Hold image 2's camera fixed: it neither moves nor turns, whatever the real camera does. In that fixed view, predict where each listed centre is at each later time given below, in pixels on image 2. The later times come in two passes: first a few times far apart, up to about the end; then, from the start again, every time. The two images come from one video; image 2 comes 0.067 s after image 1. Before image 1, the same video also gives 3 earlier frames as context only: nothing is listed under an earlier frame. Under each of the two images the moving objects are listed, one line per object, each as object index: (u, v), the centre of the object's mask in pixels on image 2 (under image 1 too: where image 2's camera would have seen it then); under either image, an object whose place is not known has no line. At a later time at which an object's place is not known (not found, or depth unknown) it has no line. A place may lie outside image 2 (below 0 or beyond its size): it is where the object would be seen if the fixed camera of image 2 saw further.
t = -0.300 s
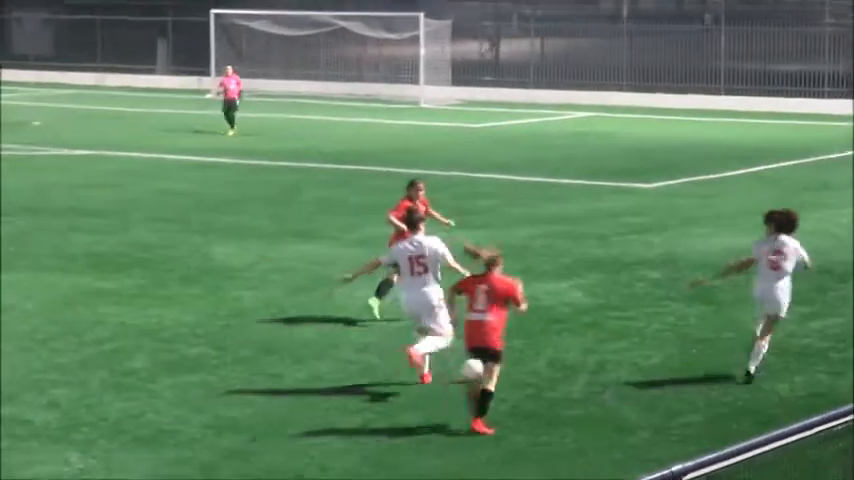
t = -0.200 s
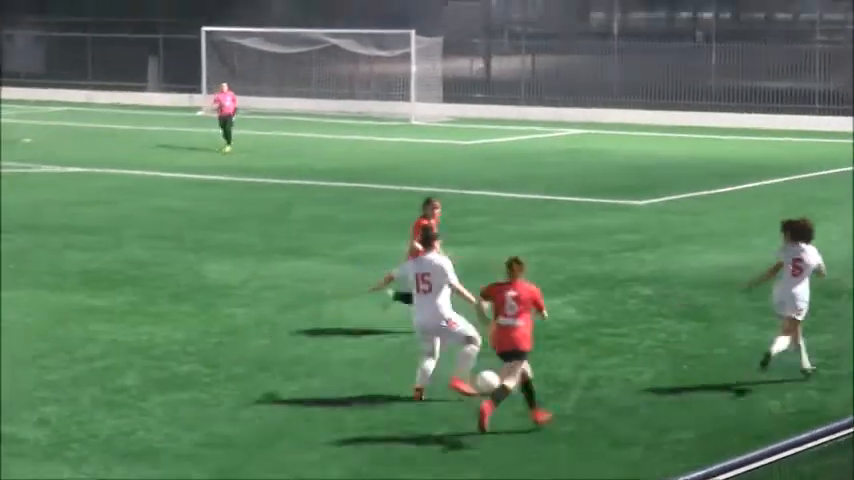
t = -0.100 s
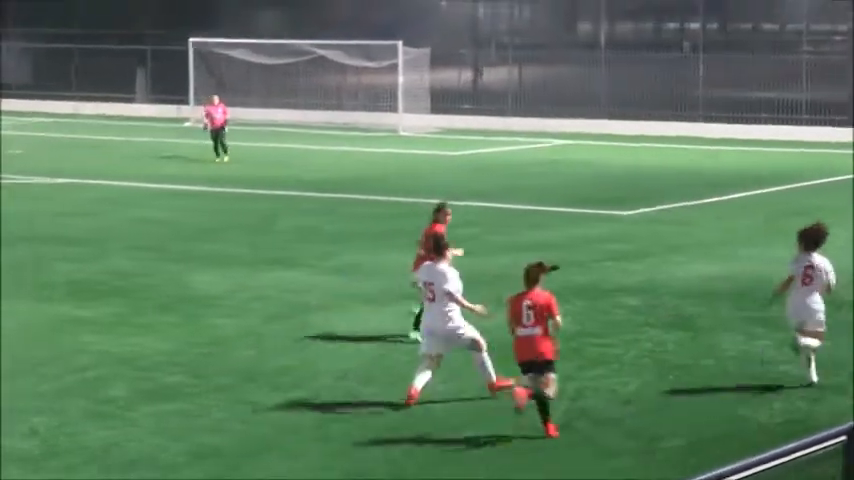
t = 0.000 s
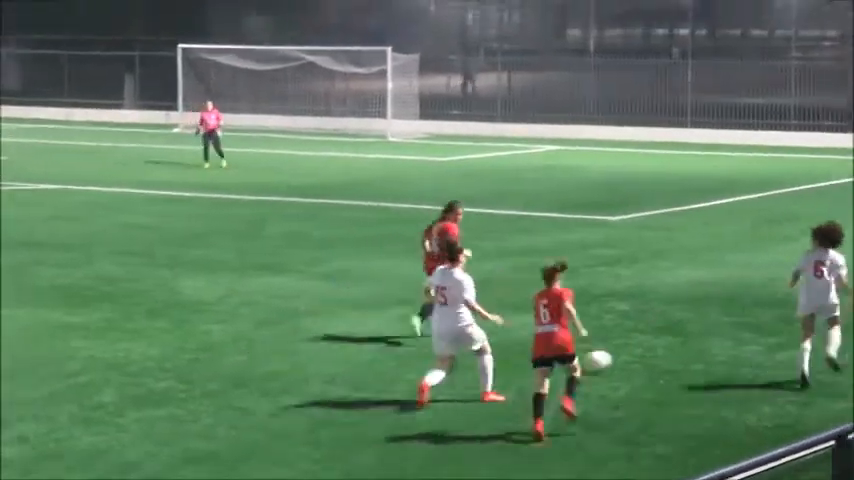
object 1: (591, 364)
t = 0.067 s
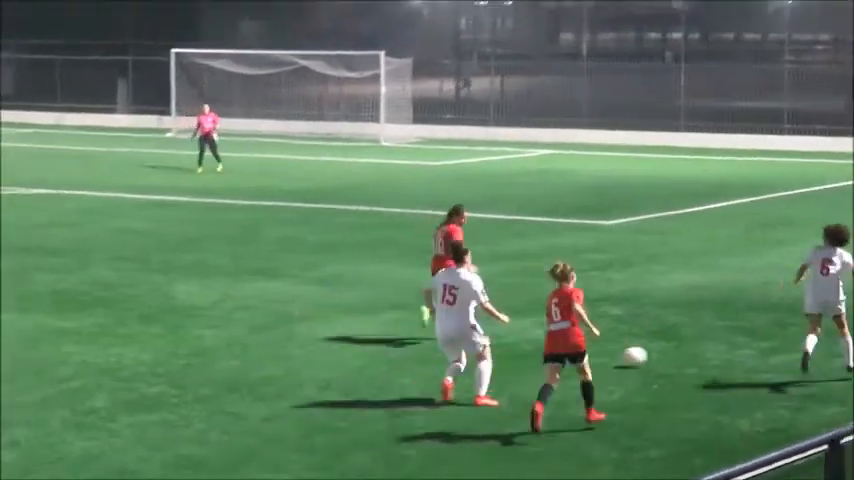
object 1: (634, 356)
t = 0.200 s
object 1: (705, 338)
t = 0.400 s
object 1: (791, 314)
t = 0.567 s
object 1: (849, 300)
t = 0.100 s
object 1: (653, 351)
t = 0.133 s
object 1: (671, 347)
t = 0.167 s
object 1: (689, 343)
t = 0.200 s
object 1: (705, 338)
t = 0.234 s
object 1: (721, 332)
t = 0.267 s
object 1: (737, 328)
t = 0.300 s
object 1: (752, 326)
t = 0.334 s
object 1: (766, 323)
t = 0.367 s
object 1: (779, 318)
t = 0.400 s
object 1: (791, 314)
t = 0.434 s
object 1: (805, 311)
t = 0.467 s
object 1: (817, 308)
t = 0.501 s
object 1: (828, 306)
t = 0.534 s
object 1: (840, 303)
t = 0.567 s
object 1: (849, 300)
